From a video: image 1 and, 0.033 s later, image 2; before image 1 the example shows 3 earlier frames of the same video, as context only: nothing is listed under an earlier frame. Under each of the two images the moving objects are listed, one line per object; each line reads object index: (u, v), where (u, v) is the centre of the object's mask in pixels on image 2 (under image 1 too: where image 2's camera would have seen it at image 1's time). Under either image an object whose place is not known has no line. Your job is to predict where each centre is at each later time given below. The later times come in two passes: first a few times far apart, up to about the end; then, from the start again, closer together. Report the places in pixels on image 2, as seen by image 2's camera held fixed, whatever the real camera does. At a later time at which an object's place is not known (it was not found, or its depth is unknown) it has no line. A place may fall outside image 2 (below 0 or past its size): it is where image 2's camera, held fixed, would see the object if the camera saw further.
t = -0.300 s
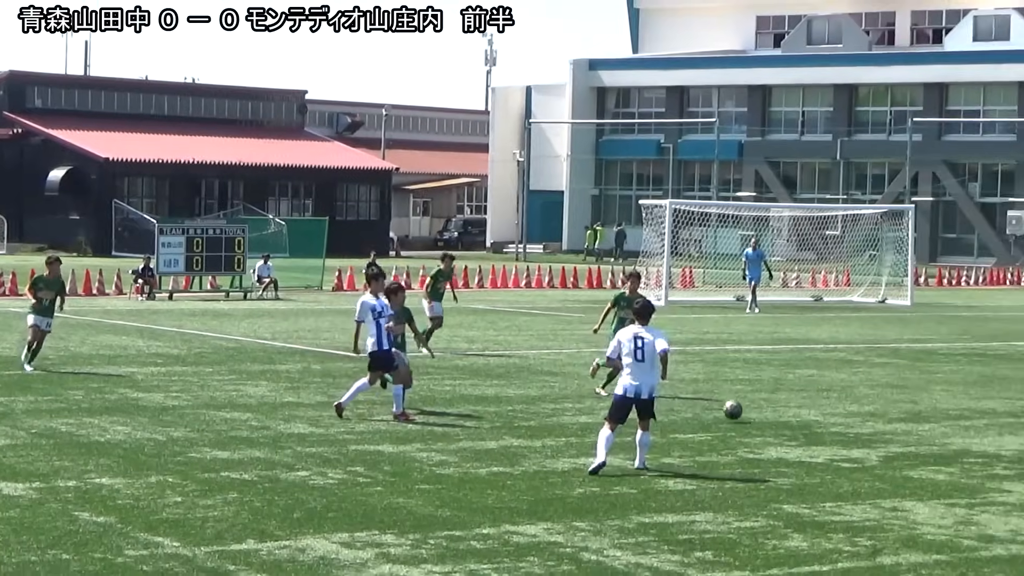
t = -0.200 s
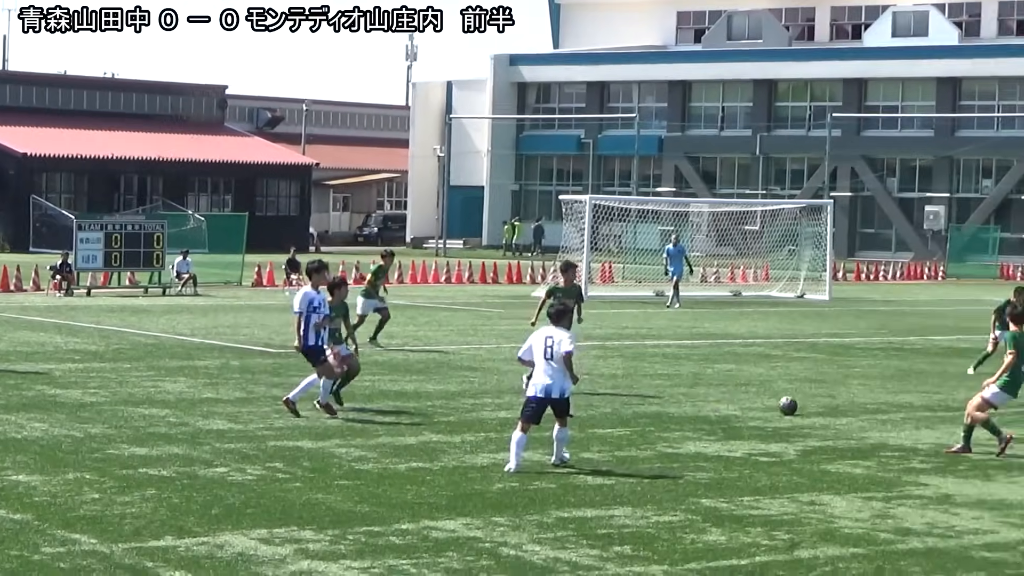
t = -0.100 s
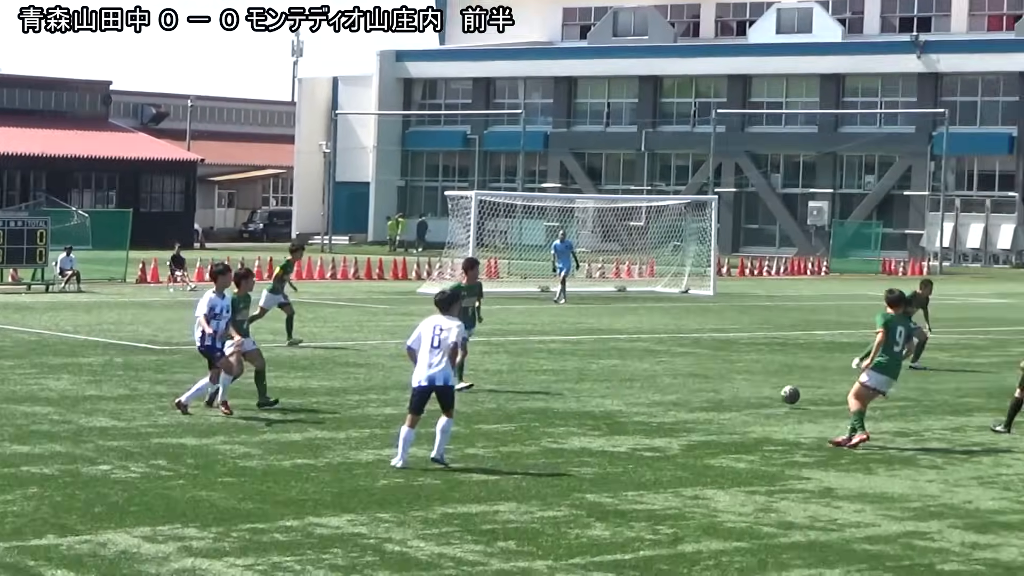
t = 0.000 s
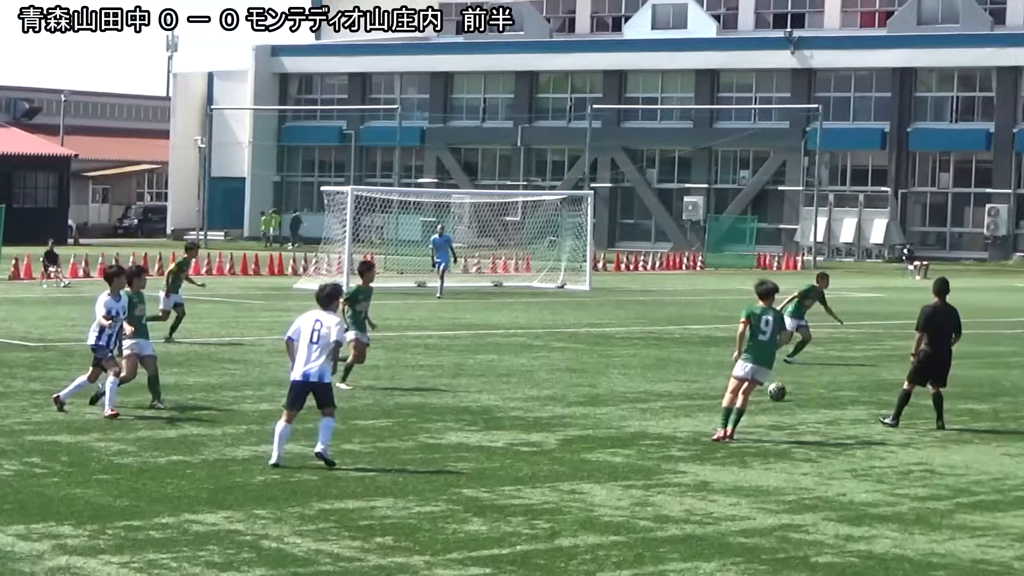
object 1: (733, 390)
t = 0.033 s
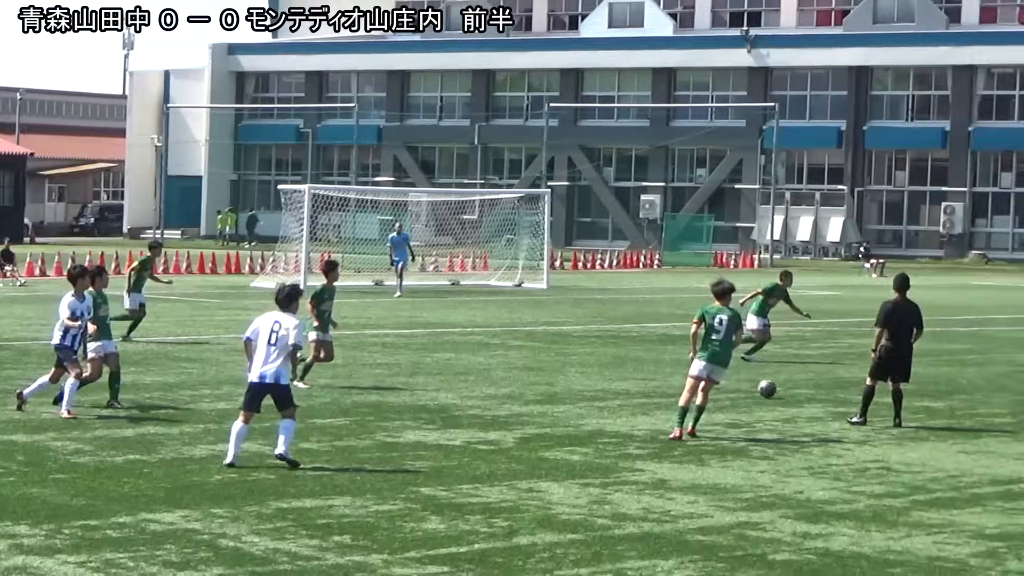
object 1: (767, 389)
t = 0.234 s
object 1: (952, 384)
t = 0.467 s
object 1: (1130, 387)
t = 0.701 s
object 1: (1294, 389)
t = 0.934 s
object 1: (1451, 388)
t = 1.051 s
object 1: (1529, 382)
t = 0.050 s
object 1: (783, 387)
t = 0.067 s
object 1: (798, 385)
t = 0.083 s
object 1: (814, 384)
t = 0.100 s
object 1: (830, 382)
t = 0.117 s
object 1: (845, 382)
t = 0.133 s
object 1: (861, 381)
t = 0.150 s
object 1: (876, 380)
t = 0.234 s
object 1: (952, 384)
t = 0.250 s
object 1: (966, 386)
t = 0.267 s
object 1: (982, 388)
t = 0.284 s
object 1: (996, 389)
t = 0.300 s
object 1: (1010, 388)
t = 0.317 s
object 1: (1023, 387)
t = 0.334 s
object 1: (1037, 386)
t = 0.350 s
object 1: (1050, 385)
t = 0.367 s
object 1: (1063, 385)
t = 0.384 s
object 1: (1075, 385)
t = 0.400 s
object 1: (1084, 387)
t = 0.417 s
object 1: (1095, 386)
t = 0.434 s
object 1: (1107, 386)
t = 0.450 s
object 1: (1119, 387)
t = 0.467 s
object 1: (1130, 387)
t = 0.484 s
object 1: (1142, 388)
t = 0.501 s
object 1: (1154, 389)
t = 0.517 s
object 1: (1166, 390)
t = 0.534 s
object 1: (1177, 391)
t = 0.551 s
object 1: (1188, 390)
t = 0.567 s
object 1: (1200, 389)
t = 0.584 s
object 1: (1212, 388)
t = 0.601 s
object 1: (1223, 388)
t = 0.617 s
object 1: (1235, 387)
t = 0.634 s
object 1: (1247, 387)
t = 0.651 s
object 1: (1259, 387)
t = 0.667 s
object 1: (1270, 388)
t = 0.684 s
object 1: (1282, 389)
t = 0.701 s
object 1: (1294, 389)
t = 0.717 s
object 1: (1305, 389)
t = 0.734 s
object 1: (1317, 388)
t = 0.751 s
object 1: (1328, 386)
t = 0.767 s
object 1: (1339, 385)
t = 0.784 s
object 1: (1350, 385)
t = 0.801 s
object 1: (1362, 383)
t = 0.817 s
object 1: (1373, 383)
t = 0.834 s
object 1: (1384, 383)
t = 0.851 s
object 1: (1396, 384)
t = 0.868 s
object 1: (1407, 384)
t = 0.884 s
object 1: (1418, 385)
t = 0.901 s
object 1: (1429, 387)
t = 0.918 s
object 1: (1440, 388)
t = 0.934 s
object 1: (1451, 388)
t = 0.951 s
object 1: (1462, 386)
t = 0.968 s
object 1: (1474, 385)
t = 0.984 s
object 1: (1485, 384)
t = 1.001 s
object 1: (1495, 383)
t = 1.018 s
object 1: (1507, 382)
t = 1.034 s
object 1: (1519, 382)
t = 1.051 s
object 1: (1529, 382)
